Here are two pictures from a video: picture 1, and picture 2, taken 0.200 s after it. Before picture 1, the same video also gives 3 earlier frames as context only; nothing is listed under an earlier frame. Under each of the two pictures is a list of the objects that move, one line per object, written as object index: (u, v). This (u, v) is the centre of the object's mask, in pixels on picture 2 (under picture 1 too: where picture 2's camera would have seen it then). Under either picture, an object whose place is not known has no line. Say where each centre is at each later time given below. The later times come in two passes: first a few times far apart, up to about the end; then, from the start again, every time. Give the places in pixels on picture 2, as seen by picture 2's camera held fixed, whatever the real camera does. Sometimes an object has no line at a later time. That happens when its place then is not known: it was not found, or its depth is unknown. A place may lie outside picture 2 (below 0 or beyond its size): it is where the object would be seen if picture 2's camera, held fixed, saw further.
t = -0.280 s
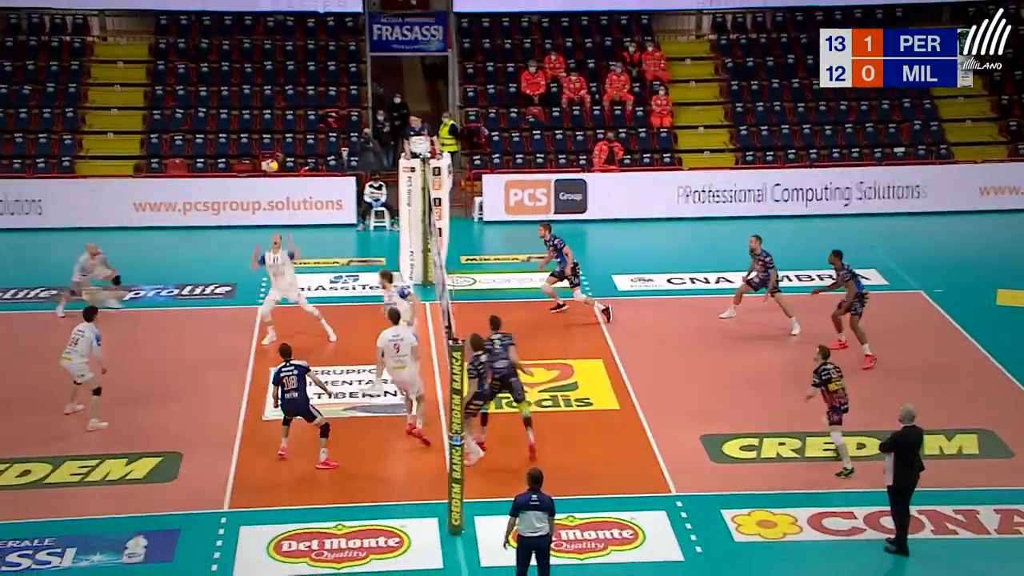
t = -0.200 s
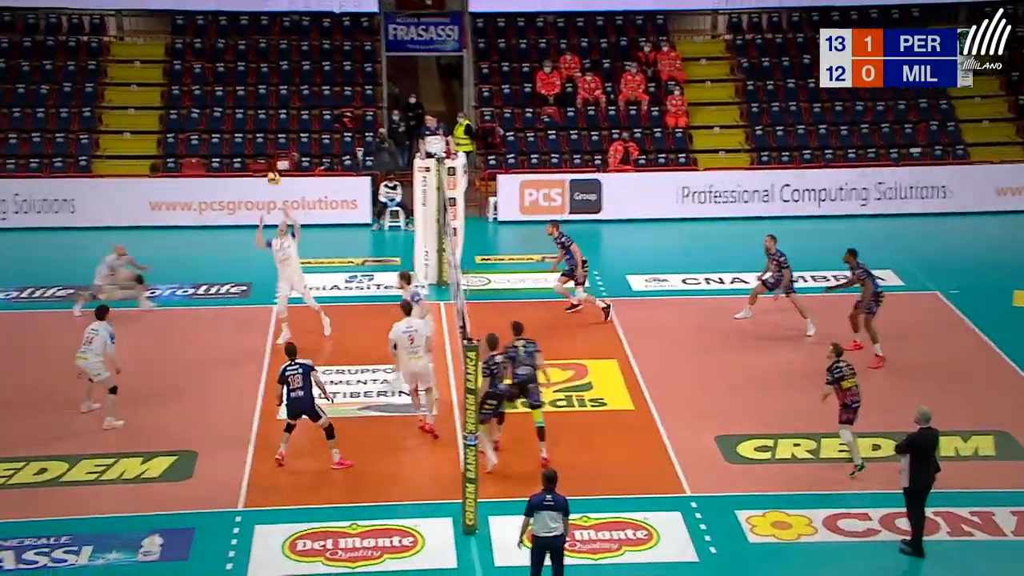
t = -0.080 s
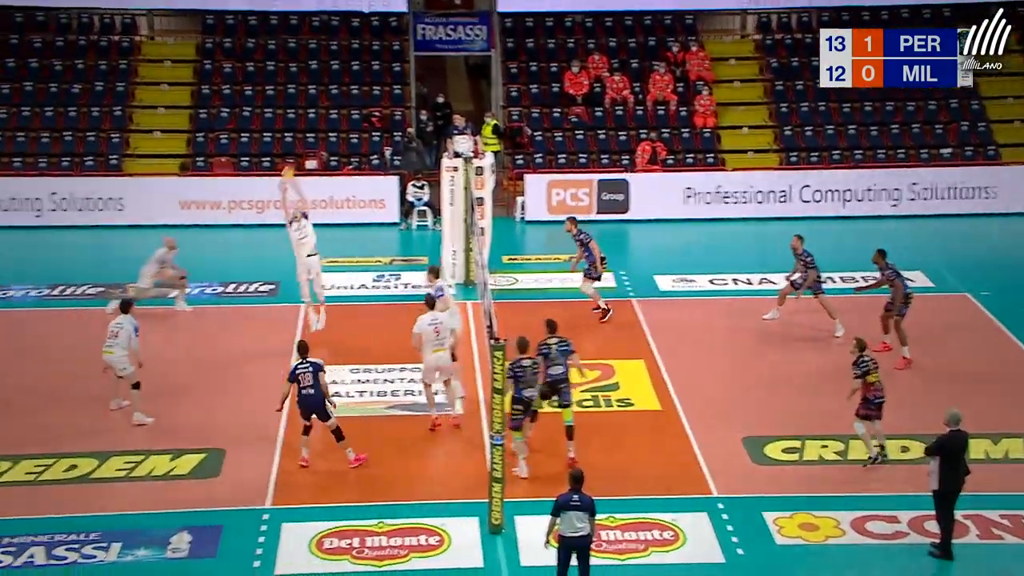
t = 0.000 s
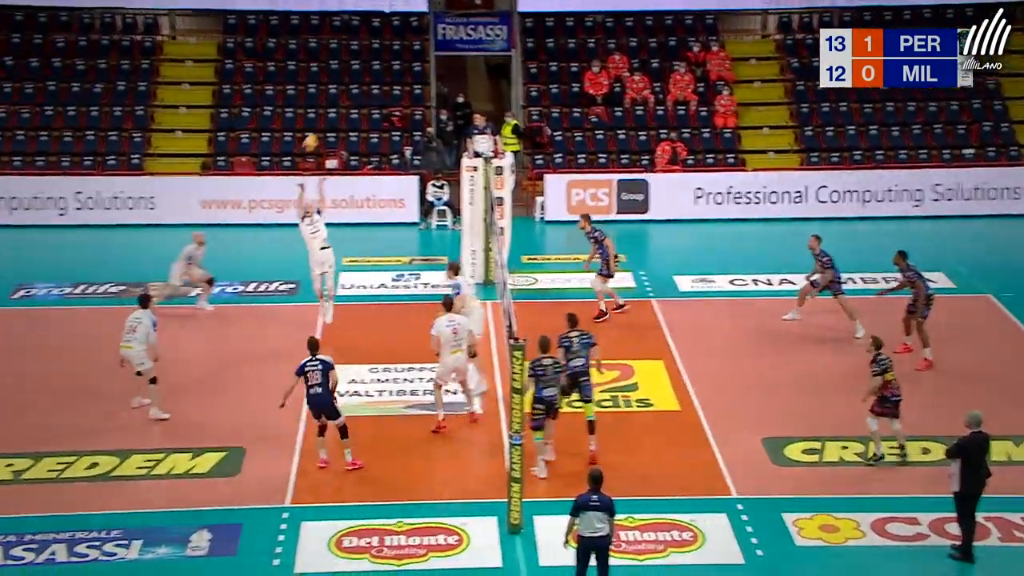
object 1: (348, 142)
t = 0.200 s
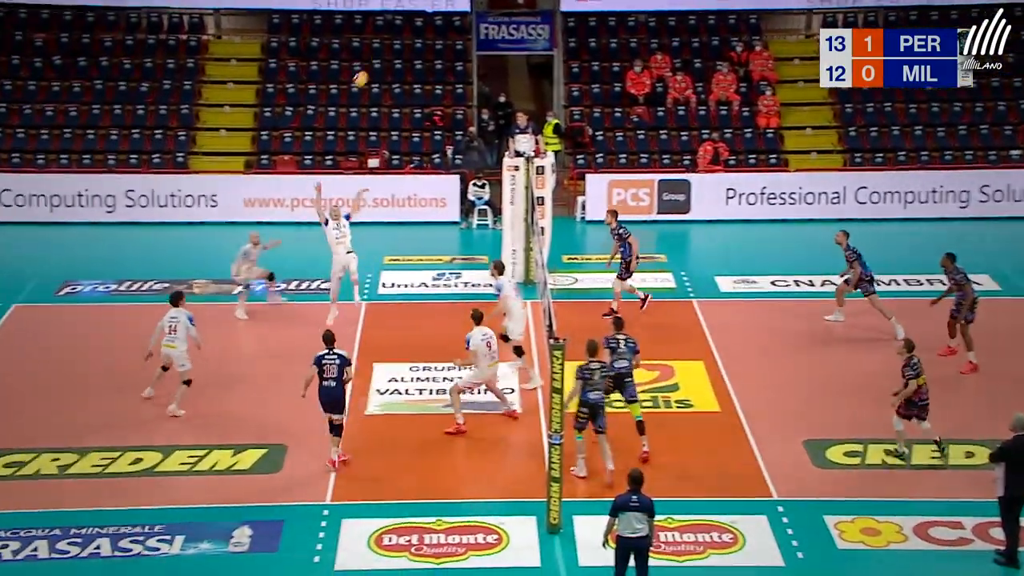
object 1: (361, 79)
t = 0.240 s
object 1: (363, 69)
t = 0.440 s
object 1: (374, 35)
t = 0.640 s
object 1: (384, 24)
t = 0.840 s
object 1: (394, 39)
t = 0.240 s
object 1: (363, 69)
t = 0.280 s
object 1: (364, 61)
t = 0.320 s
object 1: (367, 52)
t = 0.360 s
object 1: (370, 45)
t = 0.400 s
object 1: (371, 40)
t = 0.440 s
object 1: (374, 35)
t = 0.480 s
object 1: (376, 30)
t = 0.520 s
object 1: (378, 27)
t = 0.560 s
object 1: (380, 25)
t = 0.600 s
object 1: (382, 24)
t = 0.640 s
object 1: (384, 24)
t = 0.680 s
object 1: (386, 25)
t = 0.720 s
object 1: (388, 27)
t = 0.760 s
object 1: (390, 30)
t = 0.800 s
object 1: (392, 34)
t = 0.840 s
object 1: (394, 39)
